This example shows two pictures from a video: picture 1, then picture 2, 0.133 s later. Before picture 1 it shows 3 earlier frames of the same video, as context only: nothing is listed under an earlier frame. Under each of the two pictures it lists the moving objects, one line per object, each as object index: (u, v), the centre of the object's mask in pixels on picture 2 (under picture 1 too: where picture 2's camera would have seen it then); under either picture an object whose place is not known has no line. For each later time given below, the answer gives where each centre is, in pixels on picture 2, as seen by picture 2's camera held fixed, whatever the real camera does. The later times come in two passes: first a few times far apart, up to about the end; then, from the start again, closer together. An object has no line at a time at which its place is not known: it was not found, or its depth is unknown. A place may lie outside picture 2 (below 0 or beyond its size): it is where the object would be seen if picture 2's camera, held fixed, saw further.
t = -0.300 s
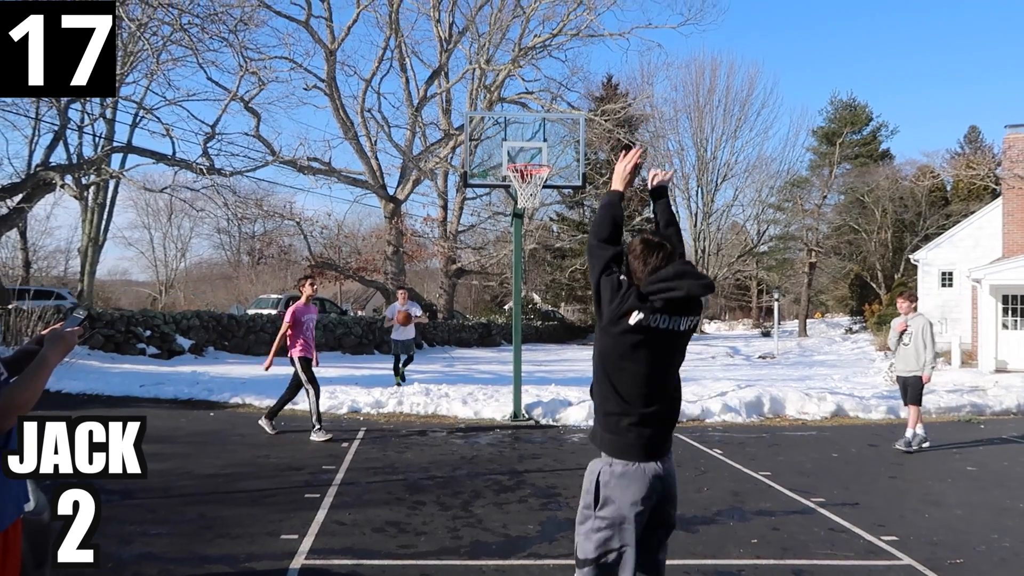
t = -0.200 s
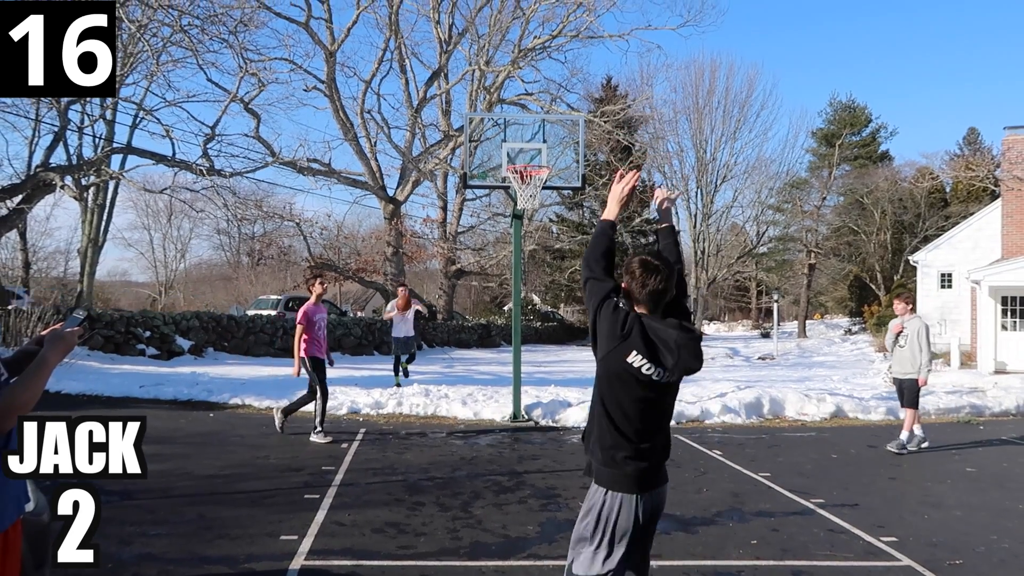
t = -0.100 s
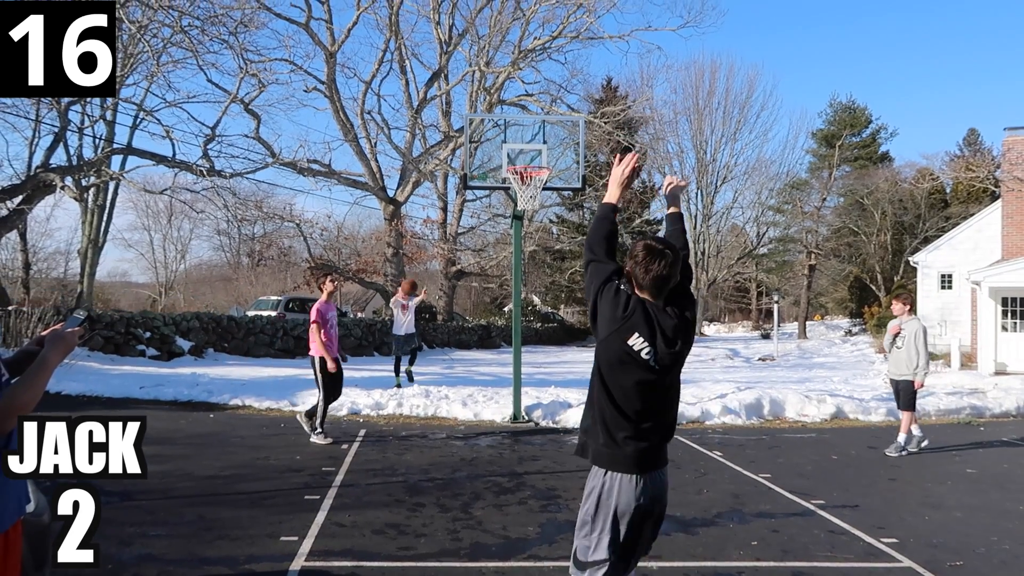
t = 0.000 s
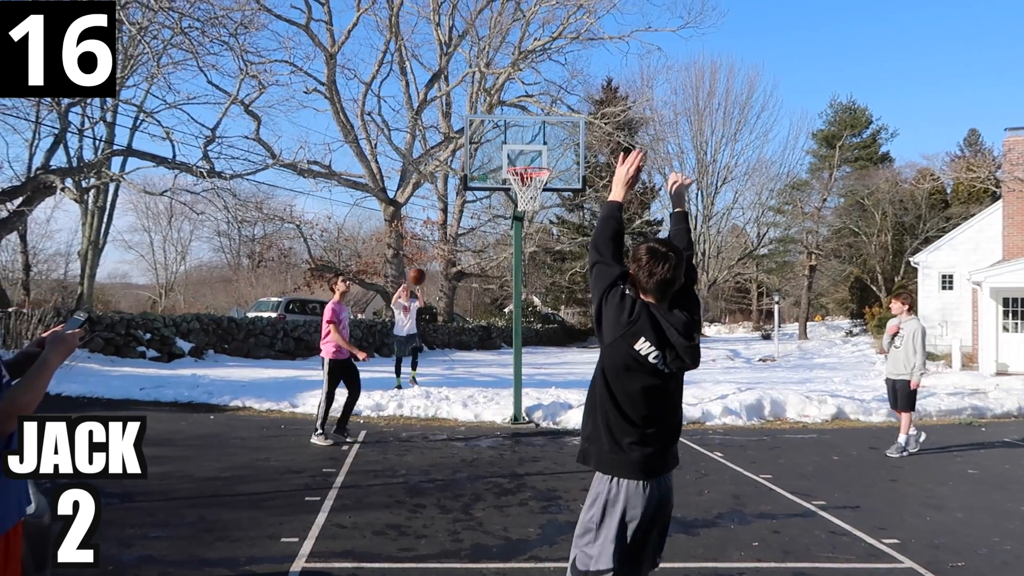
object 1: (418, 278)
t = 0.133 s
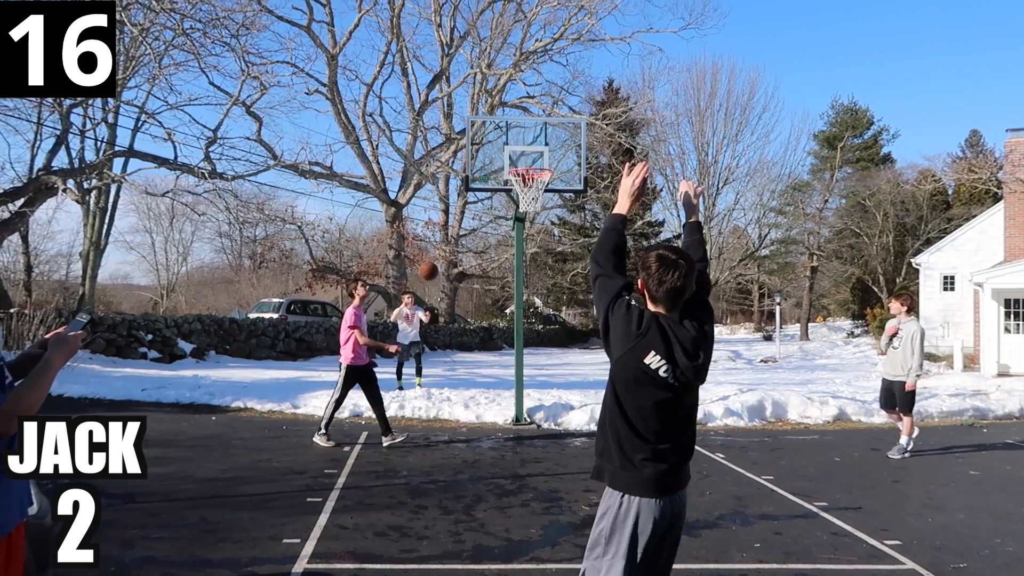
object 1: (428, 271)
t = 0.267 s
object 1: (440, 279)
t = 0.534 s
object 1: (471, 354)
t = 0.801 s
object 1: (514, 456)
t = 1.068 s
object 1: (562, 377)
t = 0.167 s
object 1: (431, 271)
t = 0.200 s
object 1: (434, 273)
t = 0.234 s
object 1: (437, 275)
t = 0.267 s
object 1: (440, 279)
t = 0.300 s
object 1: (443, 283)
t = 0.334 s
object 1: (446, 289)
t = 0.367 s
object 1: (450, 295)
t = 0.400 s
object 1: (454, 304)
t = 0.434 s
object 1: (458, 314)
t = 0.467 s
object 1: (462, 326)
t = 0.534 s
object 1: (471, 354)
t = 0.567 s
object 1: (476, 372)
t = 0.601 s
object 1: (481, 392)
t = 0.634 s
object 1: (486, 415)
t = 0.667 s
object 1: (492, 440)
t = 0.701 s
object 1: (497, 469)
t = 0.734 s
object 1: (504, 487)
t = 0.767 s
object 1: (509, 471)
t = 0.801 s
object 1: (514, 456)
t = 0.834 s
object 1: (519, 442)
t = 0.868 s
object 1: (525, 430)
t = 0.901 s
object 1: (531, 417)
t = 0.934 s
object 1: (536, 406)
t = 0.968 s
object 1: (543, 397)
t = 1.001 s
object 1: (549, 389)
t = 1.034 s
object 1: (555, 382)
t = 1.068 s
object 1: (562, 377)
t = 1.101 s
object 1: (569, 373)
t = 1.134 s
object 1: (577, 371)
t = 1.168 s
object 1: (584, 370)
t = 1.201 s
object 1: (592, 372)
